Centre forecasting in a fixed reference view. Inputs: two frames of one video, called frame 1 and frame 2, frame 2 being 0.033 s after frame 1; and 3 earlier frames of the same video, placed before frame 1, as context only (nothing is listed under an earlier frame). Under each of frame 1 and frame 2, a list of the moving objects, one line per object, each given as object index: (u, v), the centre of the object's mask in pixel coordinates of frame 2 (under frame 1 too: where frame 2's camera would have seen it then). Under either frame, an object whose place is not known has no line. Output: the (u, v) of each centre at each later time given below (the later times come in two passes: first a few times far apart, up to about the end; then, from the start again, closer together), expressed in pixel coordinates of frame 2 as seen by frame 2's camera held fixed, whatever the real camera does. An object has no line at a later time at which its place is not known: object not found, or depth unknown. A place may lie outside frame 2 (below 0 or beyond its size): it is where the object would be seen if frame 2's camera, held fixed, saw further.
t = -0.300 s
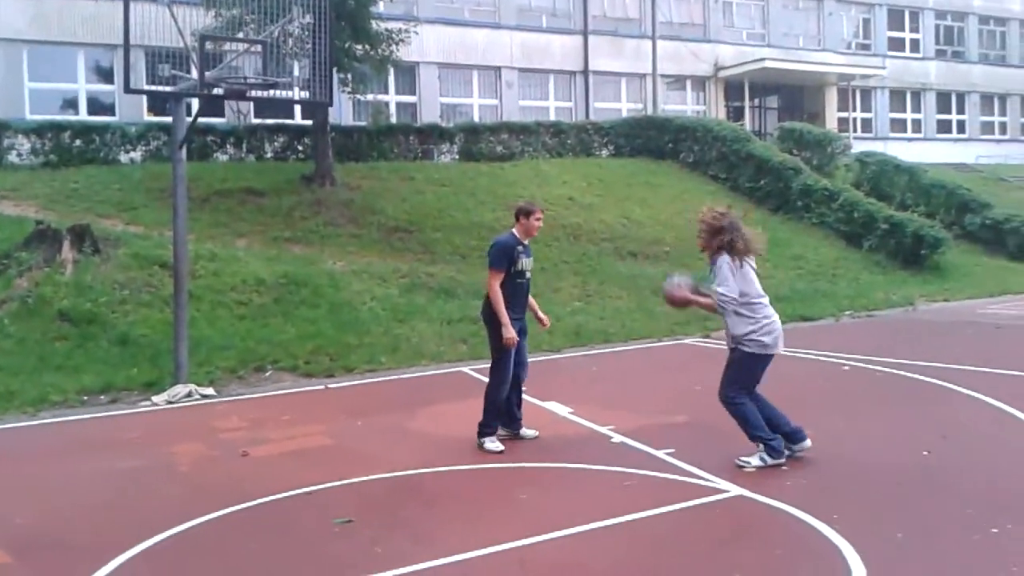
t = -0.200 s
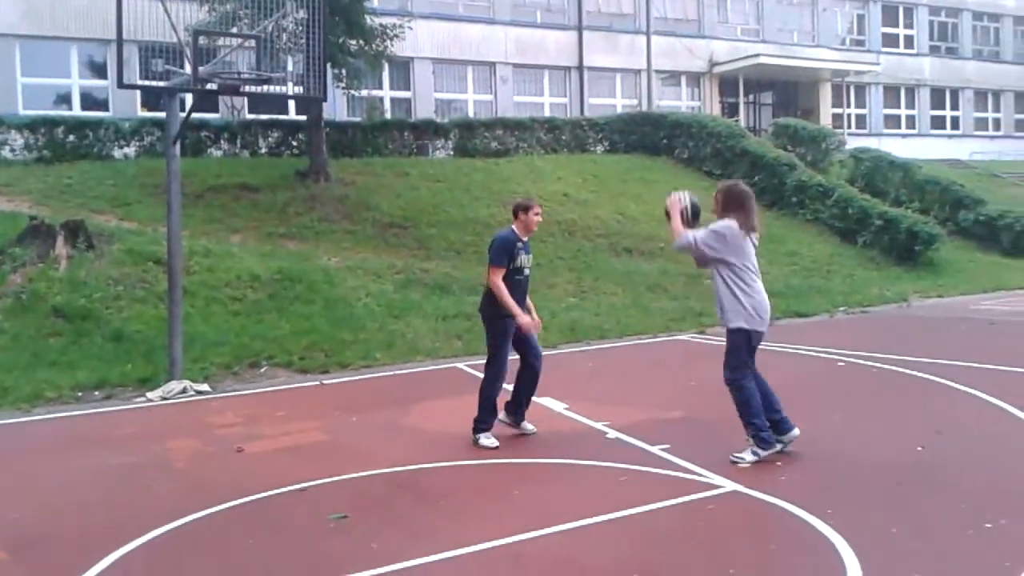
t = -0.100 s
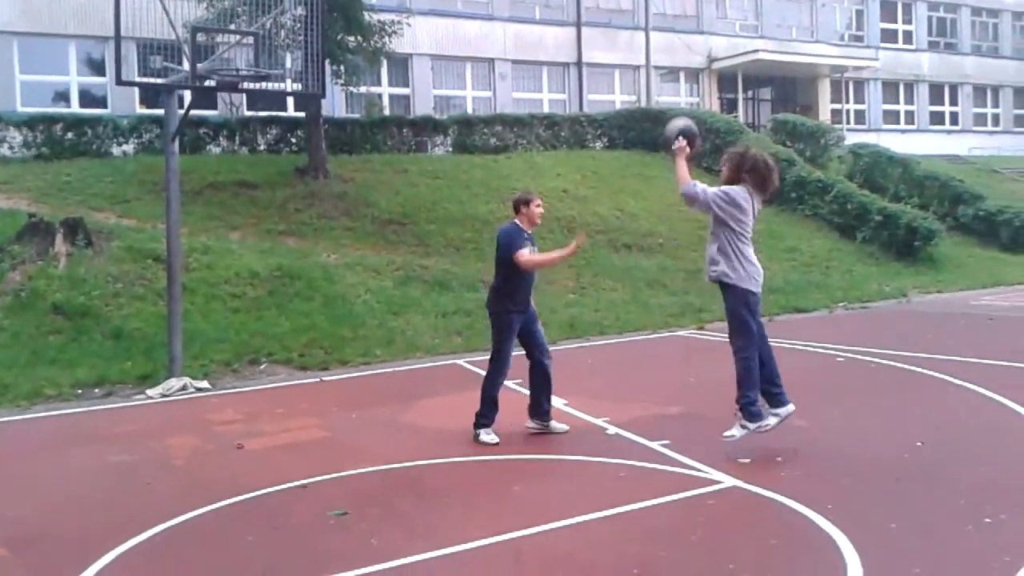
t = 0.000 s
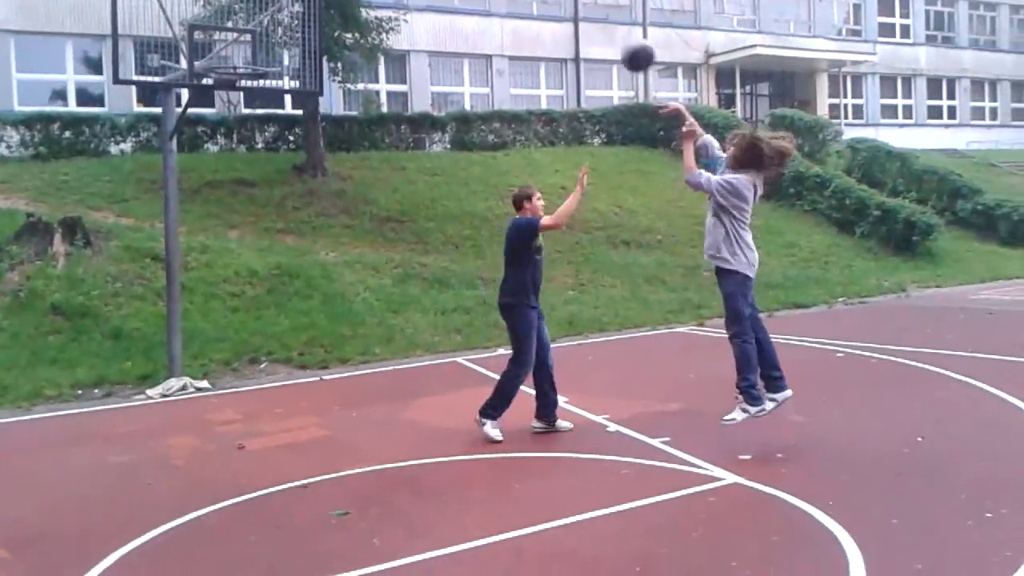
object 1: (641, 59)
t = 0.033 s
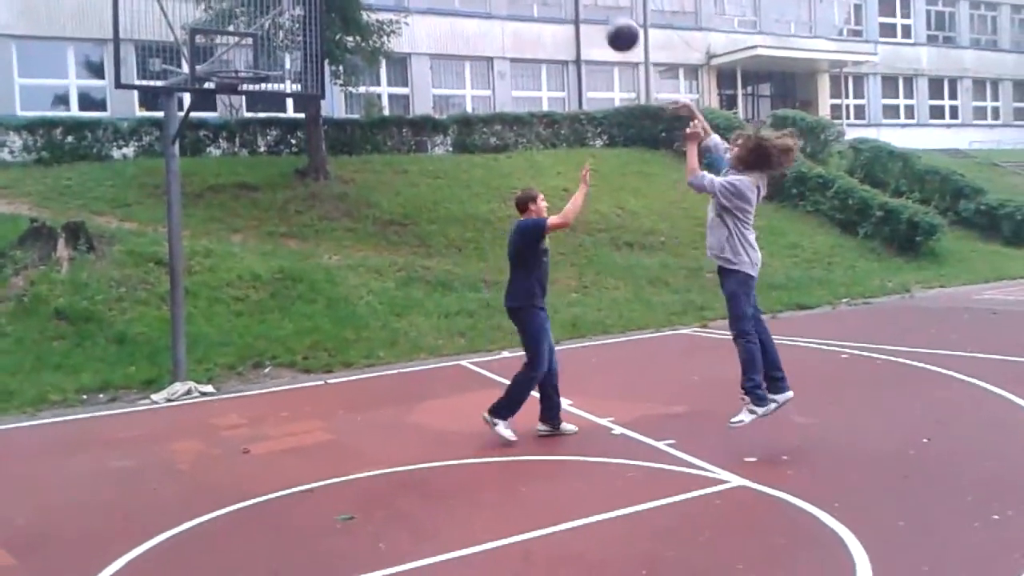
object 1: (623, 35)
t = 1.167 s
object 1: (274, 147)
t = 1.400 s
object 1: (282, 304)
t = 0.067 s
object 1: (606, 15)
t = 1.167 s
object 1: (274, 147)
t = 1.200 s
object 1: (278, 165)
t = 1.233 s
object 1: (277, 182)
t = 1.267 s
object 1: (277, 204)
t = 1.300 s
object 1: (278, 227)
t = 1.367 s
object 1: (280, 277)
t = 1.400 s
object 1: (282, 304)
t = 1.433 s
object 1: (283, 335)
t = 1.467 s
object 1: (284, 365)
